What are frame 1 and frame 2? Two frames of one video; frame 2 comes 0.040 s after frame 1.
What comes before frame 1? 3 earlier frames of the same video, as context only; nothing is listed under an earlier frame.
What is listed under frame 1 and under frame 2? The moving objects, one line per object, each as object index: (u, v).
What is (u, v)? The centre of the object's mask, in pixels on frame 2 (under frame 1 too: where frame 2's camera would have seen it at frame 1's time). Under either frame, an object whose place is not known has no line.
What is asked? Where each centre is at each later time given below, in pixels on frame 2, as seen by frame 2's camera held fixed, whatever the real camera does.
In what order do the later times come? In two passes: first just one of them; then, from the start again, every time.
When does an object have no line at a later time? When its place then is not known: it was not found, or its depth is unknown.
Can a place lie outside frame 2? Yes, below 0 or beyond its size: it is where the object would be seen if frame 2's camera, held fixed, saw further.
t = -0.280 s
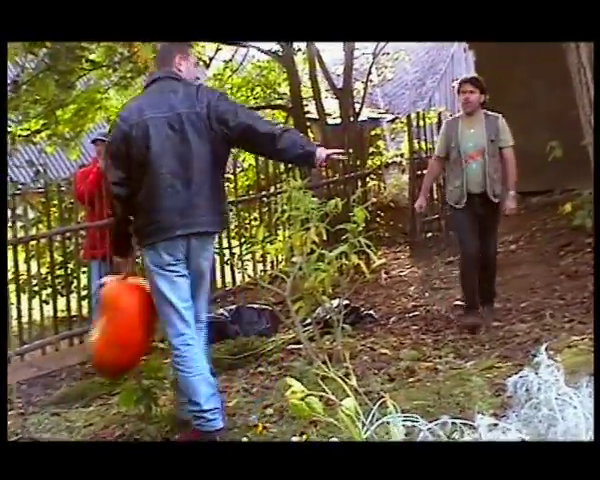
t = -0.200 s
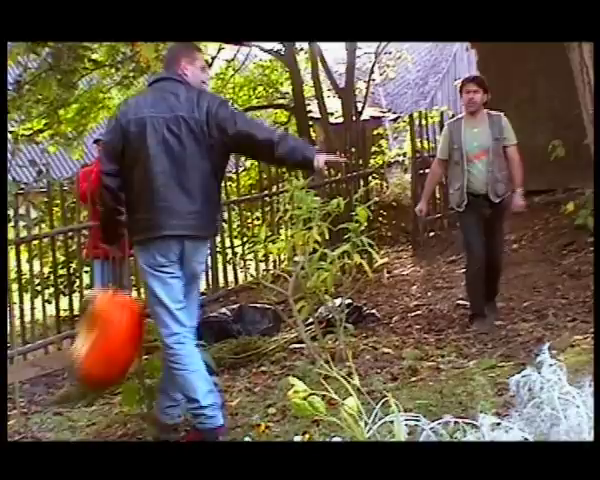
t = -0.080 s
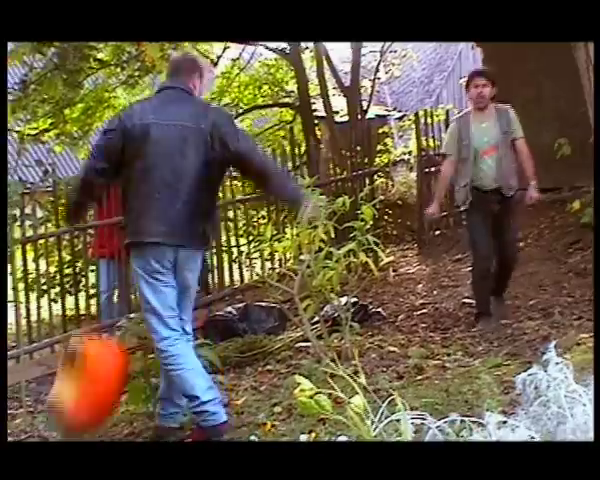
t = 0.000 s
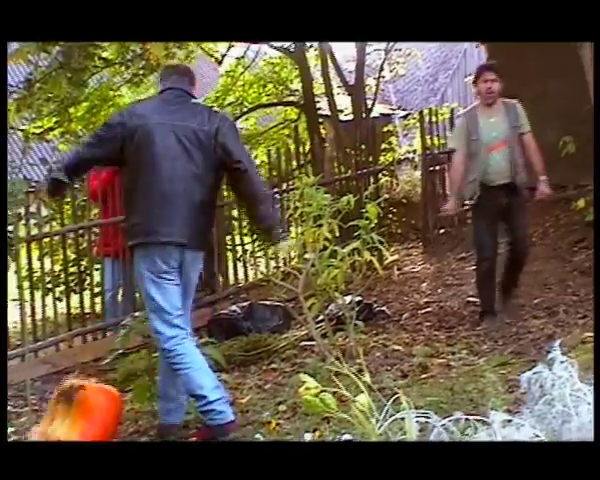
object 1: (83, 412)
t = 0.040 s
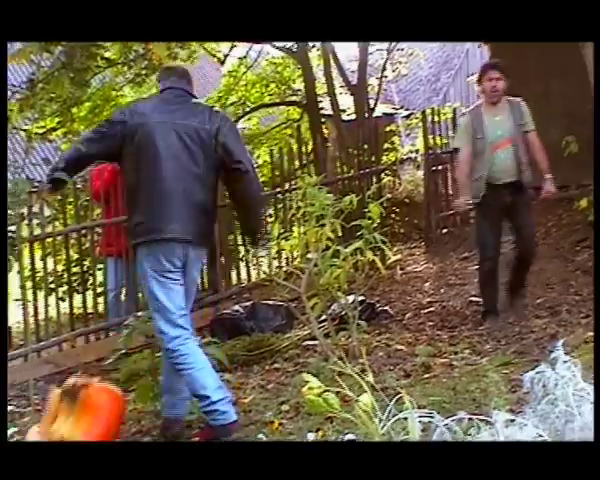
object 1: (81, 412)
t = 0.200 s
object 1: (81, 415)
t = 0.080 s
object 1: (79, 409)
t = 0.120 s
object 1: (78, 409)
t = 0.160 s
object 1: (79, 411)
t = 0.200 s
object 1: (81, 415)
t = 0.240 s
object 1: (83, 418)
